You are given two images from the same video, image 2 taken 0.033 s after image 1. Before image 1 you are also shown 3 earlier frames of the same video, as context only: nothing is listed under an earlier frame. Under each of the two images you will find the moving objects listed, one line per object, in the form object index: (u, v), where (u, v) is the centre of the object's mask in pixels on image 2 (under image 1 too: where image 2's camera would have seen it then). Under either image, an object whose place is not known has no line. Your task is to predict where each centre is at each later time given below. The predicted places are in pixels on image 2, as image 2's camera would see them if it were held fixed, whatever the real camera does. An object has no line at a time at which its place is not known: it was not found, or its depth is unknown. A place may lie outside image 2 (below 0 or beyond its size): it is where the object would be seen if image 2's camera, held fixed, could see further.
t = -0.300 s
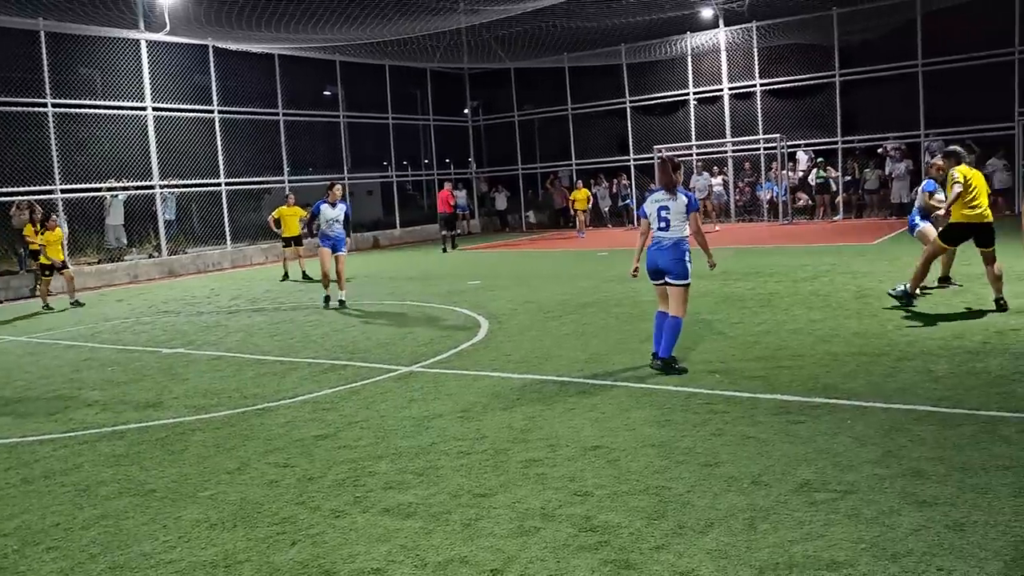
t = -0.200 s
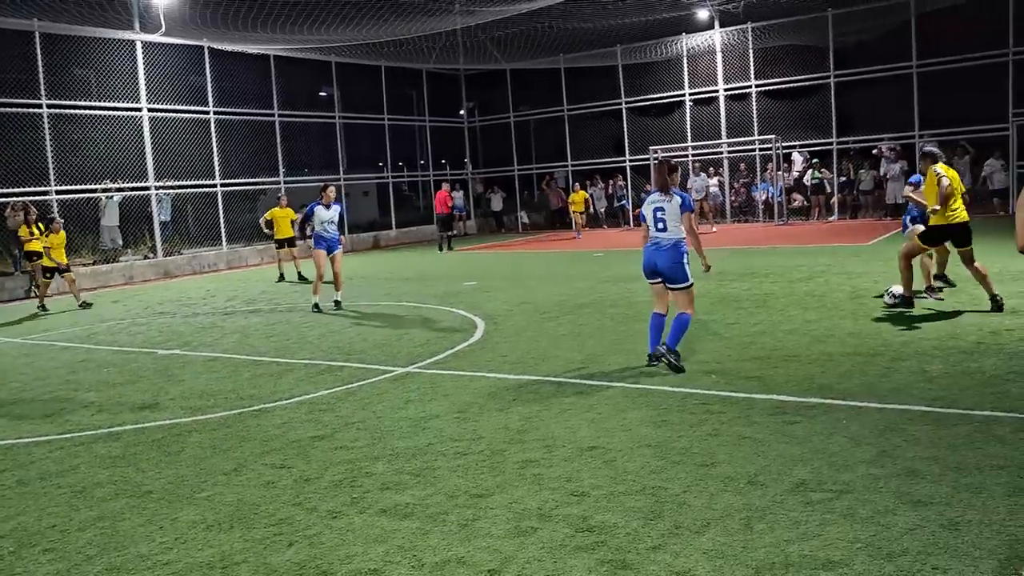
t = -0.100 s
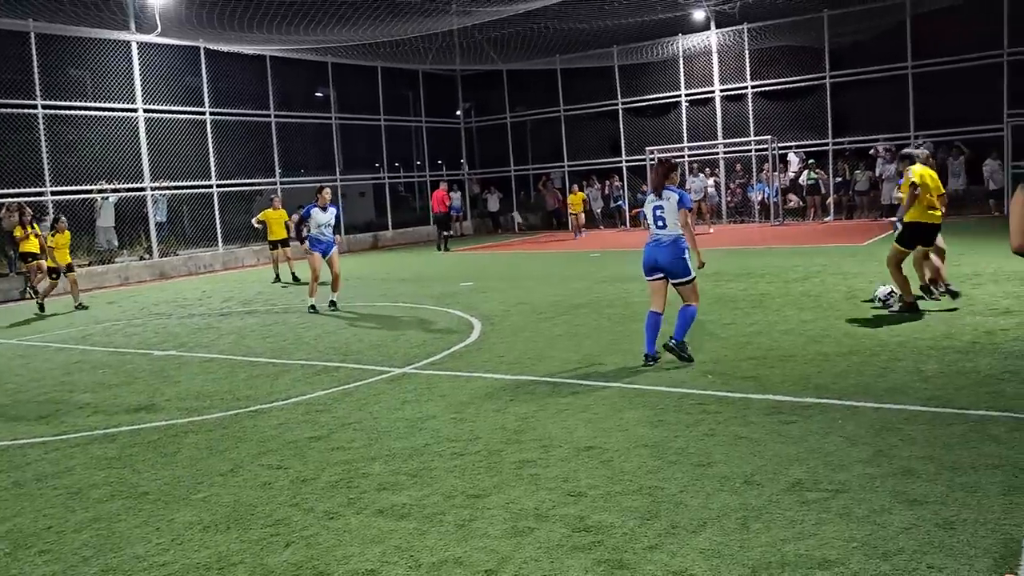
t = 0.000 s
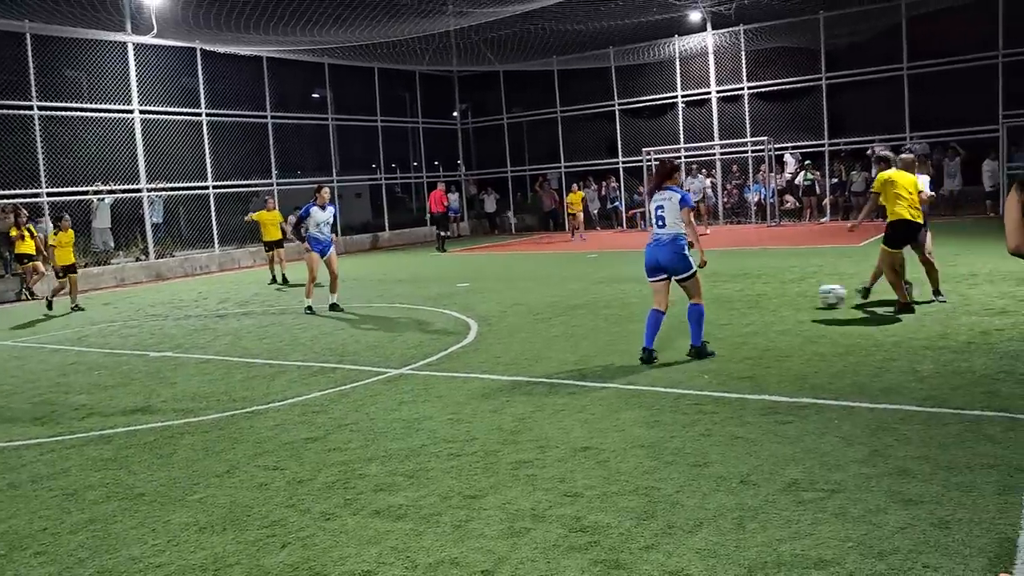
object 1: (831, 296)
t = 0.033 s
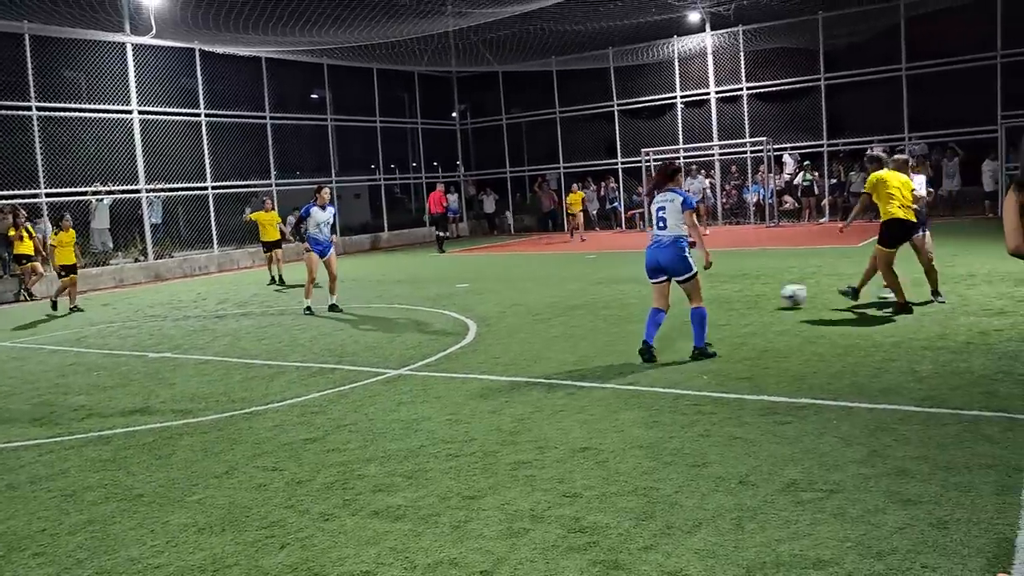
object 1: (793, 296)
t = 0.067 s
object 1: (760, 296)
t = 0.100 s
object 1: (727, 297)
